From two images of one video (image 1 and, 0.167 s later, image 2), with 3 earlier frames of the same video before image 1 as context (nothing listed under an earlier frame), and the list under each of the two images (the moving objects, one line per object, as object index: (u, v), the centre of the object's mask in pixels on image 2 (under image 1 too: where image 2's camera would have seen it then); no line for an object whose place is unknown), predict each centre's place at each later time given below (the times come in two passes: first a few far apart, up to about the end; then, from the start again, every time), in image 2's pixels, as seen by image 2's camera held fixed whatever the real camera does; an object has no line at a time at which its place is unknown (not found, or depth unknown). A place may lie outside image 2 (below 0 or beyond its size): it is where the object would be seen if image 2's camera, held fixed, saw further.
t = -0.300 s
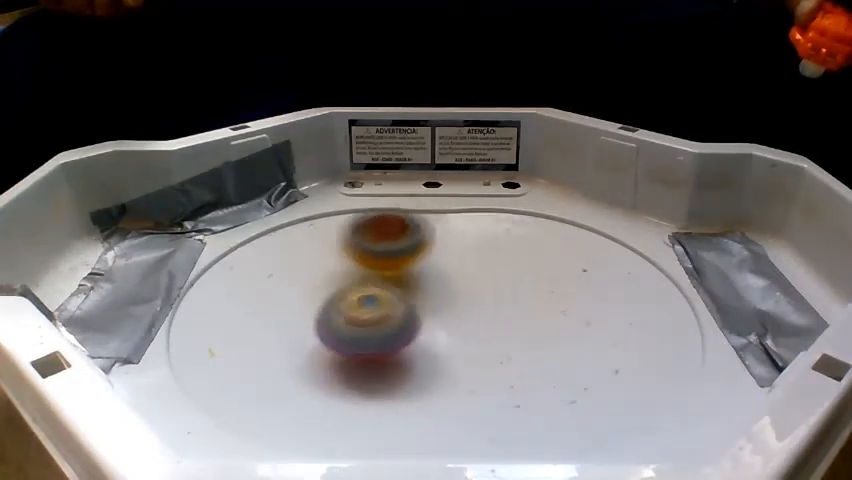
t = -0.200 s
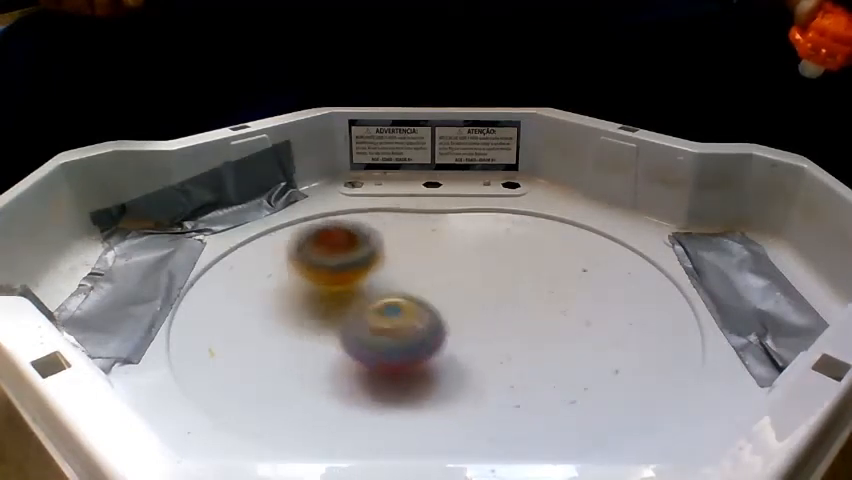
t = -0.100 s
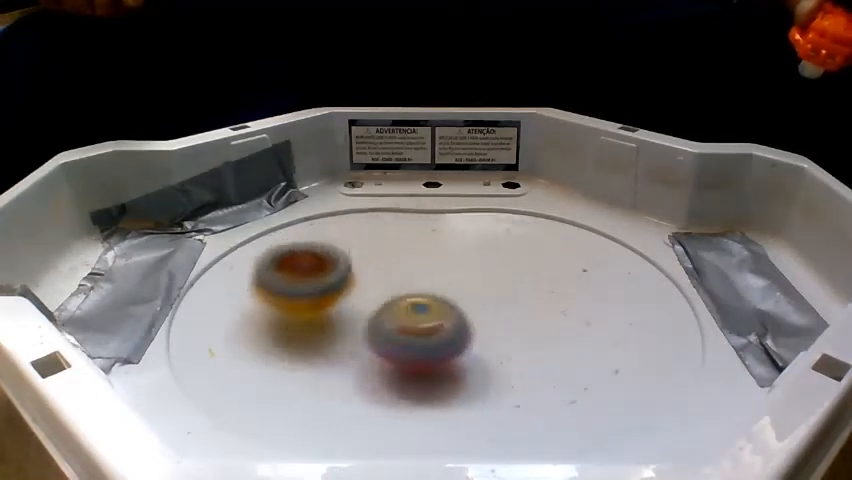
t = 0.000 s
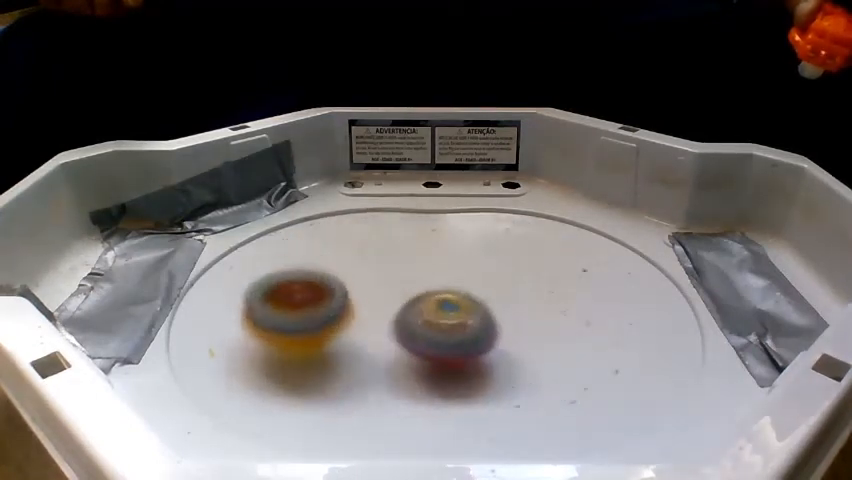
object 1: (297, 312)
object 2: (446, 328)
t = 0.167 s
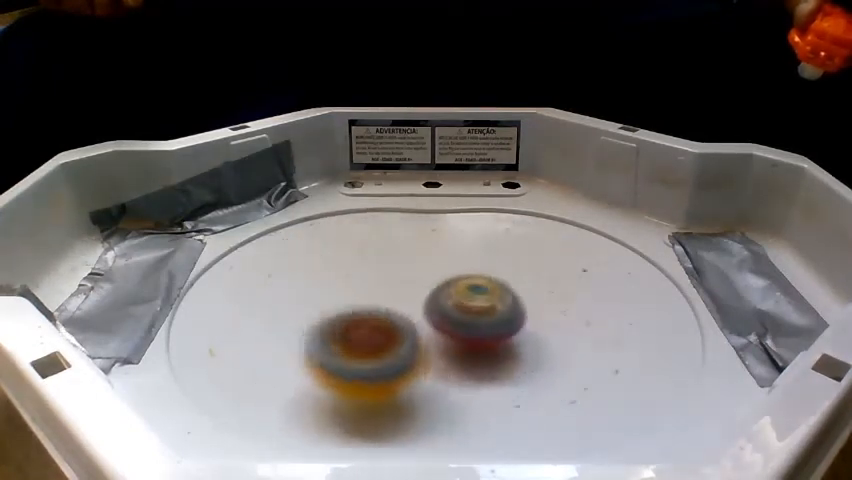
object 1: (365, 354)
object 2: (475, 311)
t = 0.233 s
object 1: (413, 356)
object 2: (479, 301)
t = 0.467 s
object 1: (540, 312)
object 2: (454, 275)
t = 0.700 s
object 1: (518, 248)
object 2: (405, 272)
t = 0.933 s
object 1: (412, 235)
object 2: (390, 300)
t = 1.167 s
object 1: (335, 290)
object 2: (430, 326)
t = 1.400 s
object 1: (364, 346)
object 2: (507, 330)
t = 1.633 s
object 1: (415, 349)
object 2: (596, 275)
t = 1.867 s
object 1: (355, 325)
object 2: (604, 221)
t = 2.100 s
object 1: (314, 297)
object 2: (515, 231)
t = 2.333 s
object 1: (292, 270)
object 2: (462, 288)
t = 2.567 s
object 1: (228, 256)
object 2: (629, 312)
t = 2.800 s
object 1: (315, 279)
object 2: (586, 313)
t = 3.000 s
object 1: (401, 285)
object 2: (507, 312)
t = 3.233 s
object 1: (421, 258)
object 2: (528, 346)
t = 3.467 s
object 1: (432, 264)
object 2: (482, 330)
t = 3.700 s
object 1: (438, 251)
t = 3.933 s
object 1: (441, 271)
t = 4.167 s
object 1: (507, 294)
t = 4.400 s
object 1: (566, 282)
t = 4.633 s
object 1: (558, 280)
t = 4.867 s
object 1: (490, 285)
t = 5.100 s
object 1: (436, 269)
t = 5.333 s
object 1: (405, 242)
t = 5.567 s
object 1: (374, 240)
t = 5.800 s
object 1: (373, 271)
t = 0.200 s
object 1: (388, 355)
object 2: (477, 308)
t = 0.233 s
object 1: (413, 356)
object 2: (479, 301)
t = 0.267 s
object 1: (435, 353)
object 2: (479, 294)
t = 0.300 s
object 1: (460, 350)
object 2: (476, 288)
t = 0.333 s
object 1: (486, 346)
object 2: (472, 283)
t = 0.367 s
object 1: (508, 341)
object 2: (468, 279)
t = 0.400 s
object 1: (522, 332)
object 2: (463, 274)
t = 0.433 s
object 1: (533, 323)
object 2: (459, 277)
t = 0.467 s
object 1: (540, 312)
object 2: (454, 275)
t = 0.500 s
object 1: (545, 301)
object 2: (448, 271)
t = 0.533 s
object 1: (547, 291)
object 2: (441, 270)
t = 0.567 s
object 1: (546, 280)
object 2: (434, 269)
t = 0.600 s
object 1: (542, 271)
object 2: (426, 269)
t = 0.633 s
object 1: (536, 261)
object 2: (419, 269)
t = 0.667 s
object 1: (528, 254)
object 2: (412, 269)
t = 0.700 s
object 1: (518, 248)
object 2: (405, 272)
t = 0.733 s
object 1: (505, 241)
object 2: (399, 274)
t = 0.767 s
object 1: (492, 236)
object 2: (395, 278)
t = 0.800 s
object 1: (476, 233)
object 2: (391, 281)
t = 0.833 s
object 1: (461, 231)
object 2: (389, 285)
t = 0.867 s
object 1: (445, 232)
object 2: (387, 290)
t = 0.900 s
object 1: (428, 233)
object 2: (388, 296)
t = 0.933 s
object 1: (412, 235)
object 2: (390, 300)
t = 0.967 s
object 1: (394, 237)
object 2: (393, 305)
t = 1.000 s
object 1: (378, 242)
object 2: (394, 309)
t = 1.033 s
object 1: (363, 251)
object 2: (401, 314)
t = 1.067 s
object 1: (352, 261)
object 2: (407, 318)
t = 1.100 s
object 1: (344, 270)
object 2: (413, 322)
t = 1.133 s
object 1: (338, 278)
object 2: (419, 325)
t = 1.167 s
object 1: (335, 290)
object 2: (430, 326)
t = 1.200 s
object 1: (333, 299)
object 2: (442, 327)
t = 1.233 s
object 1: (329, 308)
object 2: (457, 329)
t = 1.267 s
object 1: (330, 317)
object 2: (468, 332)
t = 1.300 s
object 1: (333, 326)
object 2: (479, 333)
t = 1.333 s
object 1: (340, 334)
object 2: (489, 332)
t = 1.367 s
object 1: (351, 341)
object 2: (499, 332)
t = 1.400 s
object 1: (364, 346)
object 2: (507, 330)
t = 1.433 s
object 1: (381, 349)
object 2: (514, 326)
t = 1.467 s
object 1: (401, 350)
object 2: (518, 322)
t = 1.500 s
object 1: (419, 349)
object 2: (522, 319)
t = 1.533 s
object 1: (441, 347)
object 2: (525, 314)
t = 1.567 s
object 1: (442, 345)
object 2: (534, 308)
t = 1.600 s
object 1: (428, 347)
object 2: (574, 289)
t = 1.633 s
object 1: (415, 349)
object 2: (596, 275)
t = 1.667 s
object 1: (408, 347)
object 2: (613, 261)
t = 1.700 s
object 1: (399, 345)
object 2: (621, 250)
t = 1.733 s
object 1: (391, 342)
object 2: (622, 244)
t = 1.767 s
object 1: (382, 339)
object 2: (620, 237)
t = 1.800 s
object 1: (374, 334)
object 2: (617, 231)
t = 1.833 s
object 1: (364, 329)
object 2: (611, 224)
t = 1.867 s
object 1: (355, 325)
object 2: (604, 221)
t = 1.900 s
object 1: (346, 322)
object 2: (595, 217)
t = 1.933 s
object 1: (338, 318)
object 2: (585, 218)
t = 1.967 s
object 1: (331, 313)
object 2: (571, 217)
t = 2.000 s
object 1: (325, 310)
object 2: (559, 218)
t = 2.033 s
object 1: (320, 306)
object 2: (546, 219)
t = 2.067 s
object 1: (316, 301)
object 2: (531, 225)
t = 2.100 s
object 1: (314, 297)
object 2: (515, 231)
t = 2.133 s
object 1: (312, 294)
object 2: (500, 235)
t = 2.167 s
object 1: (312, 291)
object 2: (483, 241)
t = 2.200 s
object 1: (315, 287)
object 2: (468, 247)
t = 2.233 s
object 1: (317, 284)
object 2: (451, 256)
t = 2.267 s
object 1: (319, 282)
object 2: (433, 265)
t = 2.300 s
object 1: (320, 279)
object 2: (420, 274)
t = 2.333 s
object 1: (292, 270)
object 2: (462, 288)
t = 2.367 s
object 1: (268, 264)
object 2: (502, 295)
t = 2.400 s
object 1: (252, 258)
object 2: (538, 299)
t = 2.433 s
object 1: (243, 256)
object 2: (576, 305)
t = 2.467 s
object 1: (234, 253)
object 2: (599, 305)
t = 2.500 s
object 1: (230, 253)
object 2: (617, 308)
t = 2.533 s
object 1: (228, 255)
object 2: (626, 310)
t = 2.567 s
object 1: (228, 256)
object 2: (629, 312)
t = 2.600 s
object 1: (234, 260)
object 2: (631, 312)
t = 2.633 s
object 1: (242, 264)
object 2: (629, 311)
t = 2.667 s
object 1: (252, 268)
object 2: (626, 311)
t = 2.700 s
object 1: (267, 271)
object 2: (618, 312)
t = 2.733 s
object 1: (280, 273)
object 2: (609, 312)
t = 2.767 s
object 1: (298, 277)
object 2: (599, 313)
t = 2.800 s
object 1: (315, 279)
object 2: (586, 313)
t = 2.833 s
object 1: (330, 282)
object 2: (572, 313)
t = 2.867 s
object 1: (349, 283)
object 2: (556, 313)
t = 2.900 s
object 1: (364, 284)
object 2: (540, 312)
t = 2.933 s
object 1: (381, 286)
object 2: (525, 310)
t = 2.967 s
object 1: (398, 287)
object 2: (507, 309)
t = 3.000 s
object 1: (401, 285)
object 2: (507, 312)
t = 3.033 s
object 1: (407, 283)
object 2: (509, 310)
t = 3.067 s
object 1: (412, 279)
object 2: (513, 316)
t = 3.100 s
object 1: (410, 272)
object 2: (529, 326)
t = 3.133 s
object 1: (412, 266)
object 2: (535, 330)
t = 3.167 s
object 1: (414, 264)
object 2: (538, 336)
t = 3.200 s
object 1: (419, 261)
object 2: (535, 343)
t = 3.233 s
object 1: (421, 258)
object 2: (528, 346)
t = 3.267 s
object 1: (423, 257)
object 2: (521, 347)
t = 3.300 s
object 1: (424, 255)
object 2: (513, 345)
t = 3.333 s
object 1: (425, 255)
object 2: (507, 346)
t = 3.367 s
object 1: (427, 256)
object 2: (502, 344)
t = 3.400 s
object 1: (428, 259)
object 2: (497, 339)
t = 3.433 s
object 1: (431, 261)
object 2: (489, 334)
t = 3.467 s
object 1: (432, 264)
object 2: (482, 330)
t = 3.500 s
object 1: (434, 264)
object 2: (474, 326)
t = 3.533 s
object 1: (438, 262)
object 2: (471, 329)
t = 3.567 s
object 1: (439, 258)
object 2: (468, 341)
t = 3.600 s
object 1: (440, 256)
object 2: (461, 357)
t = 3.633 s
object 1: (439, 252)
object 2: (453, 361)
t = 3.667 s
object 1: (440, 252)
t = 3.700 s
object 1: (438, 251)
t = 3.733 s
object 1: (438, 251)
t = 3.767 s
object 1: (436, 252)
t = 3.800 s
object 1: (436, 254)
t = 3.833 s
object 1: (436, 258)
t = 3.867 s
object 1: (437, 262)
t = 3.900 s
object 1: (438, 267)
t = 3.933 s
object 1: (441, 271)
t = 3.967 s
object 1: (443, 276)
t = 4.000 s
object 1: (449, 280)
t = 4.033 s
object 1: (457, 284)
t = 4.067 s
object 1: (465, 287)
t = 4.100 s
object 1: (473, 293)
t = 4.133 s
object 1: (485, 296)
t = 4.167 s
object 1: (507, 294)
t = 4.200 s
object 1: (523, 290)
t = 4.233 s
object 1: (533, 289)
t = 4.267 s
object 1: (542, 287)
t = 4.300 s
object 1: (546, 287)
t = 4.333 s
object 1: (554, 285)
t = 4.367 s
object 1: (561, 284)
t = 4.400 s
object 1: (566, 282)
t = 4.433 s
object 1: (572, 281)
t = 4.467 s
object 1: (573, 281)
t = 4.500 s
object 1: (575, 280)
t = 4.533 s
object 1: (573, 279)
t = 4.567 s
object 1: (569, 280)
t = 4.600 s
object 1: (566, 280)
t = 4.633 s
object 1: (558, 280)
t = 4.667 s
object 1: (549, 281)
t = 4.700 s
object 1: (540, 281)
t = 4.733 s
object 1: (531, 283)
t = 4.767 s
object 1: (523, 283)
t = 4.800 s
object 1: (510, 285)
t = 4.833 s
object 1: (500, 285)
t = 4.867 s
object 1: (490, 285)
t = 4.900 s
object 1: (480, 285)
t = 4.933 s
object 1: (470, 283)
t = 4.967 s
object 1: (462, 282)
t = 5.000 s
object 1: (456, 280)
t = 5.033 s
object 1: (449, 277)
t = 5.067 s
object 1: (442, 274)
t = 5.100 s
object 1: (436, 269)
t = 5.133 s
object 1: (431, 267)
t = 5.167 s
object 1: (427, 263)
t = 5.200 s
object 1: (420, 258)
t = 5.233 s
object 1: (416, 254)
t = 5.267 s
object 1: (412, 249)
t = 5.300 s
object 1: (408, 246)
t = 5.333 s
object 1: (405, 242)
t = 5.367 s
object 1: (399, 238)
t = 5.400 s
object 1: (394, 236)
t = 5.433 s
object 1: (389, 234)
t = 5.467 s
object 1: (384, 234)
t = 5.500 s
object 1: (381, 234)
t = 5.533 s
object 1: (377, 236)
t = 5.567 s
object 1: (374, 240)
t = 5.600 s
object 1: (372, 245)
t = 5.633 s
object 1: (371, 249)
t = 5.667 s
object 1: (372, 255)
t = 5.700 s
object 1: (369, 259)
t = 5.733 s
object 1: (370, 264)
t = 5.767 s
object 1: (369, 267)
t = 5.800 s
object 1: (373, 271)
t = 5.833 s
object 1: (379, 271)
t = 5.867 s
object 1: (383, 273)
